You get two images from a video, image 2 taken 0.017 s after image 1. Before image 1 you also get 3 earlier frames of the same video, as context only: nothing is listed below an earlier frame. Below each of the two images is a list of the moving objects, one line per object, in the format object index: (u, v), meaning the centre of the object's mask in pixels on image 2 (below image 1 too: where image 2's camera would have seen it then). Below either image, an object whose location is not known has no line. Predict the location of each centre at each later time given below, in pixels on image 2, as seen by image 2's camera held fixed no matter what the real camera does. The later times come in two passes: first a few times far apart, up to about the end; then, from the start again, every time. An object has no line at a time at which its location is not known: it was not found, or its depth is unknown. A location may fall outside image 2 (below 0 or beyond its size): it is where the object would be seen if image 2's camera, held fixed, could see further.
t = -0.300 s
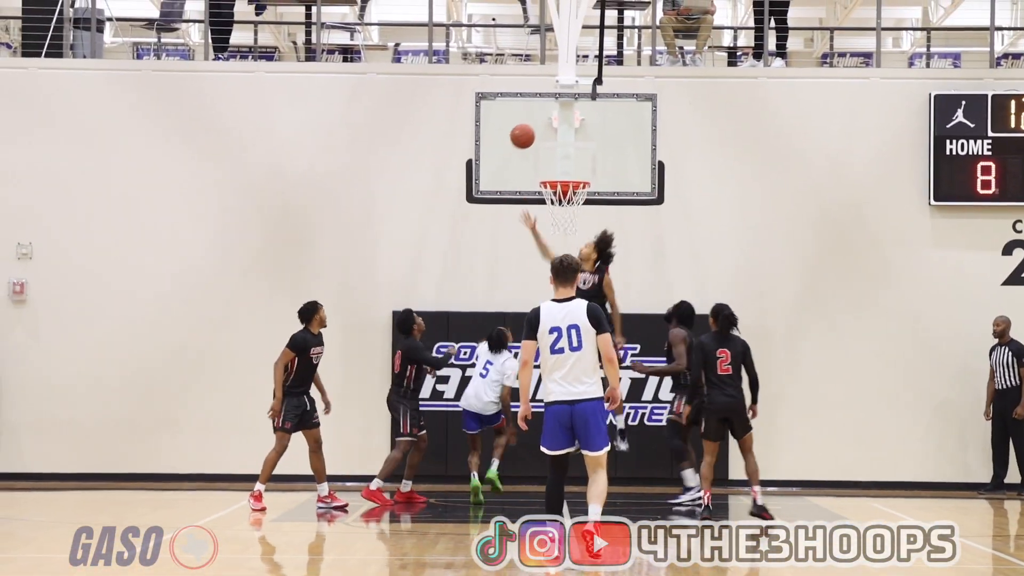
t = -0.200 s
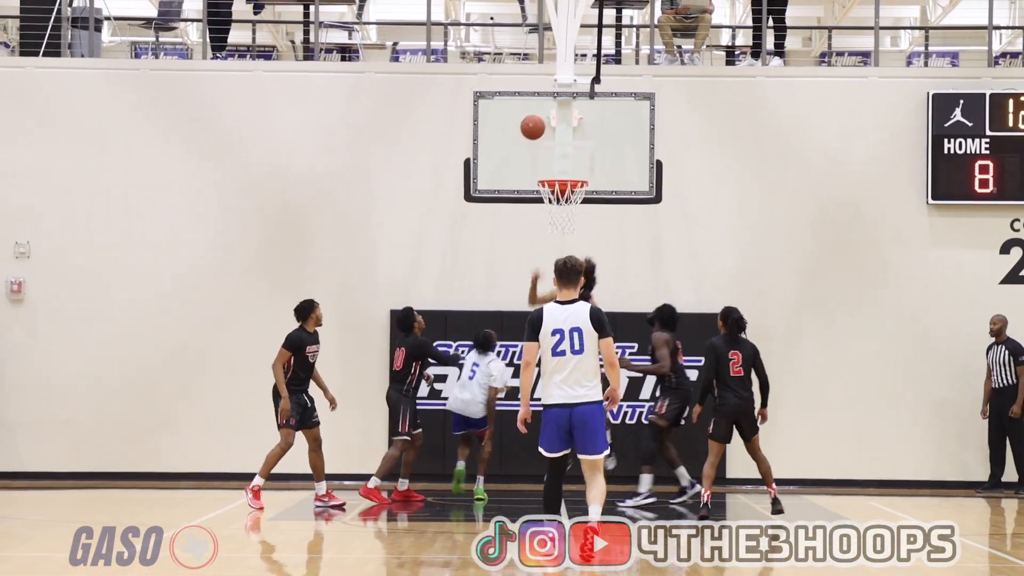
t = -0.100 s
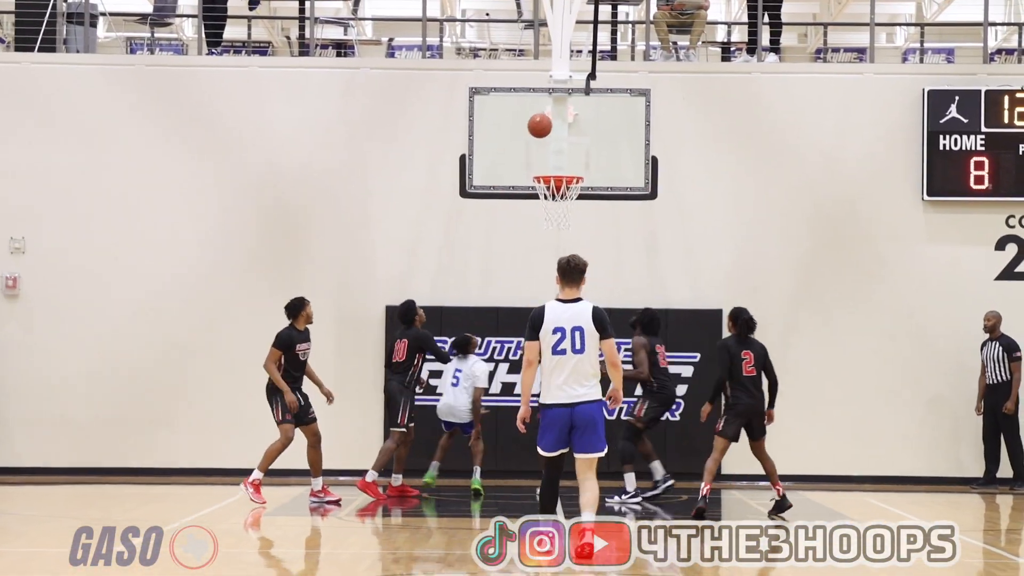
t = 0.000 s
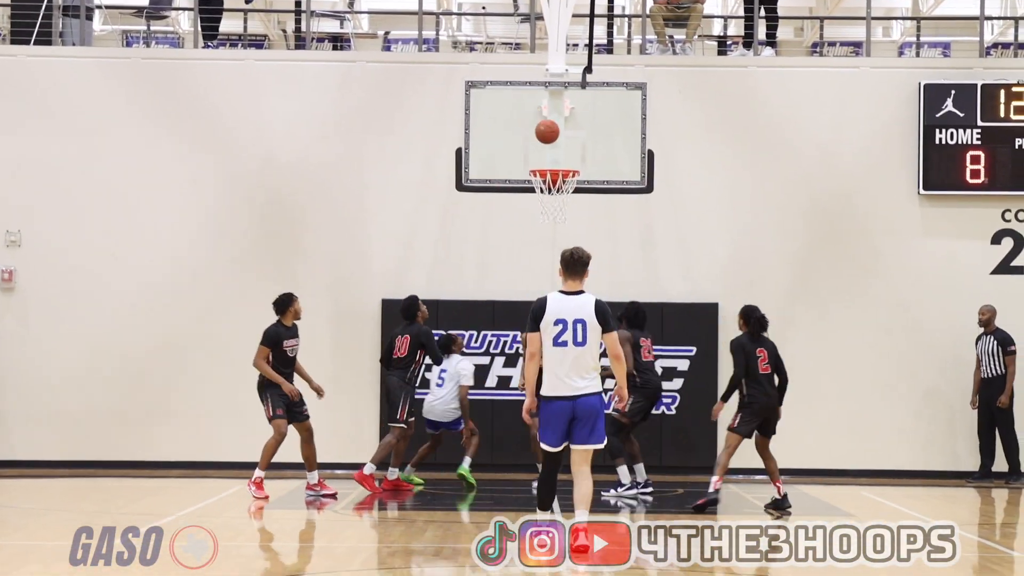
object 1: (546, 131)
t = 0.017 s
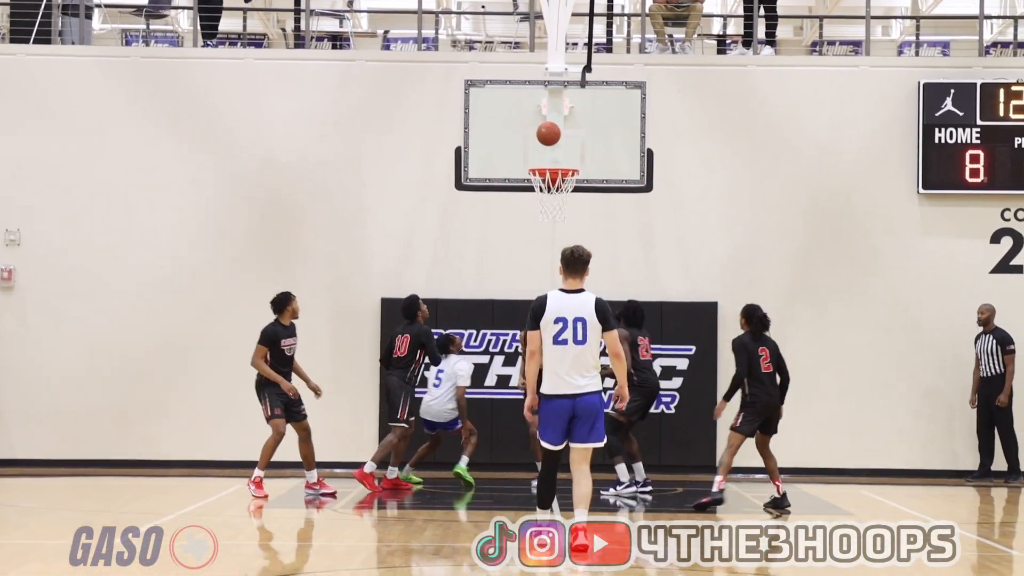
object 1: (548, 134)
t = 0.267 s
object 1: (555, 131)
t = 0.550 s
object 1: (543, 133)
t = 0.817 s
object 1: (540, 137)
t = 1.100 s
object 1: (544, 154)
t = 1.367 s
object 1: (550, 226)
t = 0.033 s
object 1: (550, 137)
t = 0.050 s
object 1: (552, 140)
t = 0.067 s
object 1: (554, 144)
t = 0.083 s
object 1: (556, 148)
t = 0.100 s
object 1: (558, 152)
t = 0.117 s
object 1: (560, 157)
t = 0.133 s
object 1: (560, 158)
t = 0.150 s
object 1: (559, 154)
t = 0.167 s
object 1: (559, 150)
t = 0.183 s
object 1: (558, 146)
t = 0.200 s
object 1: (557, 143)
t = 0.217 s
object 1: (557, 139)
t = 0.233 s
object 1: (556, 136)
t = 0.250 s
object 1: (555, 134)
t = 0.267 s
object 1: (555, 131)
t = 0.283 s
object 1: (554, 129)
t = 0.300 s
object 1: (553, 127)
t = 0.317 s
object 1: (553, 126)
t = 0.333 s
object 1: (552, 124)
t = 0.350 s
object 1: (551, 124)
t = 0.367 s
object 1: (551, 123)
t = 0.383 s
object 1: (550, 122)
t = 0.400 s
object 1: (549, 122)
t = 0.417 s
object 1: (549, 122)
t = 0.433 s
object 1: (548, 123)
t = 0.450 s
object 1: (547, 124)
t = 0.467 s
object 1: (547, 125)
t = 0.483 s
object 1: (546, 126)
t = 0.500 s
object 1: (545, 127)
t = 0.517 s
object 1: (544, 129)
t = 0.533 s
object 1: (544, 131)
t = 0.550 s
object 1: (543, 133)
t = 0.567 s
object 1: (542, 136)
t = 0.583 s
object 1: (542, 139)
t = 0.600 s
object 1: (541, 142)
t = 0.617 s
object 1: (540, 146)
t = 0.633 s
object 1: (539, 149)
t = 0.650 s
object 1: (539, 153)
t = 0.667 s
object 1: (538, 157)
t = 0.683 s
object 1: (538, 156)
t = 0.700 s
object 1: (538, 153)
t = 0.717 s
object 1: (538, 150)
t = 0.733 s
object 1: (539, 147)
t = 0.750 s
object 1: (539, 145)
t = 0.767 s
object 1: (539, 142)
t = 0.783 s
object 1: (539, 140)
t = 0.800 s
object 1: (540, 139)
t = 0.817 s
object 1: (540, 137)
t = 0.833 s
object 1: (540, 136)
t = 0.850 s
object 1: (540, 135)
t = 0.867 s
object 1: (541, 134)
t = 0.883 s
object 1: (541, 134)
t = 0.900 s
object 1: (541, 134)
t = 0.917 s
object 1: (541, 134)
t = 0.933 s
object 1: (541, 134)
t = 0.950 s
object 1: (542, 135)
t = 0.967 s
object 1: (542, 136)
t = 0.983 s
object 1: (542, 137)
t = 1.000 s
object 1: (542, 139)
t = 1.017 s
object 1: (543, 141)
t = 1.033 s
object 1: (543, 143)
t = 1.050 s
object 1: (543, 145)
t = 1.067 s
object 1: (543, 148)
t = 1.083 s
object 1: (543, 151)
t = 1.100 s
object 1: (544, 154)
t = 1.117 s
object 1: (544, 157)
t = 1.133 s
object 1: (544, 159)
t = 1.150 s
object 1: (544, 161)
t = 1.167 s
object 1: (544, 163)
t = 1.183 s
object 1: (544, 165)
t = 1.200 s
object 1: (547, 181)
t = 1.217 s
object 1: (547, 183)
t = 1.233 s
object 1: (546, 189)
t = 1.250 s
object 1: (546, 194)
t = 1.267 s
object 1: (546, 199)
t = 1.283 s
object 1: (546, 203)
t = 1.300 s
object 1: (547, 208)
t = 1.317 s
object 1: (548, 212)
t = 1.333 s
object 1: (548, 216)
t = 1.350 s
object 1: (549, 223)
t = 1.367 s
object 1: (550, 226)
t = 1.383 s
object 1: (551, 230)
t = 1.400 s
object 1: (552, 236)
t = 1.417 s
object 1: (553, 241)
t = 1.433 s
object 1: (553, 247)
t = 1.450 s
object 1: (554, 253)
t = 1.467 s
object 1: (555, 259)
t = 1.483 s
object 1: (556, 266)
